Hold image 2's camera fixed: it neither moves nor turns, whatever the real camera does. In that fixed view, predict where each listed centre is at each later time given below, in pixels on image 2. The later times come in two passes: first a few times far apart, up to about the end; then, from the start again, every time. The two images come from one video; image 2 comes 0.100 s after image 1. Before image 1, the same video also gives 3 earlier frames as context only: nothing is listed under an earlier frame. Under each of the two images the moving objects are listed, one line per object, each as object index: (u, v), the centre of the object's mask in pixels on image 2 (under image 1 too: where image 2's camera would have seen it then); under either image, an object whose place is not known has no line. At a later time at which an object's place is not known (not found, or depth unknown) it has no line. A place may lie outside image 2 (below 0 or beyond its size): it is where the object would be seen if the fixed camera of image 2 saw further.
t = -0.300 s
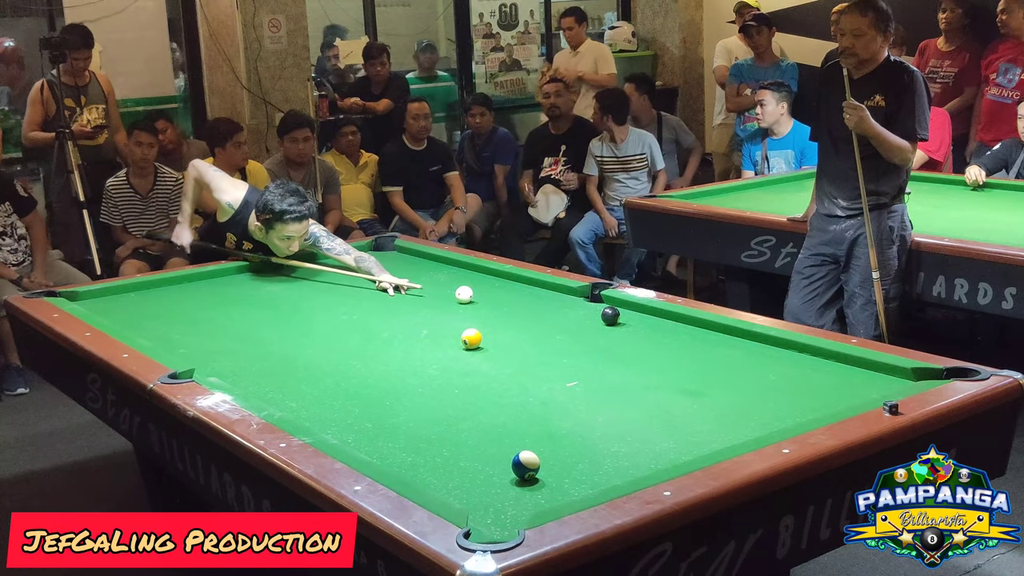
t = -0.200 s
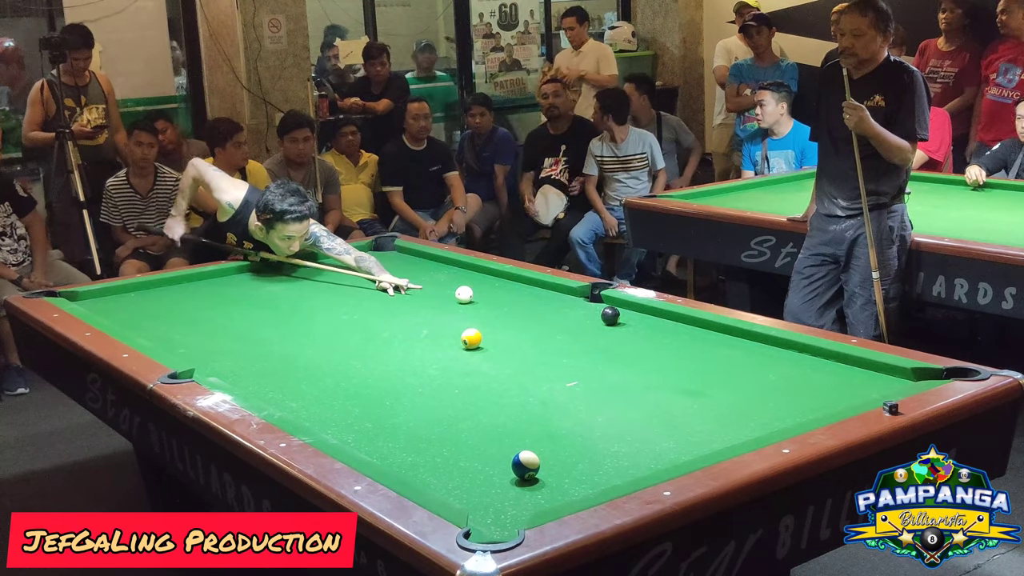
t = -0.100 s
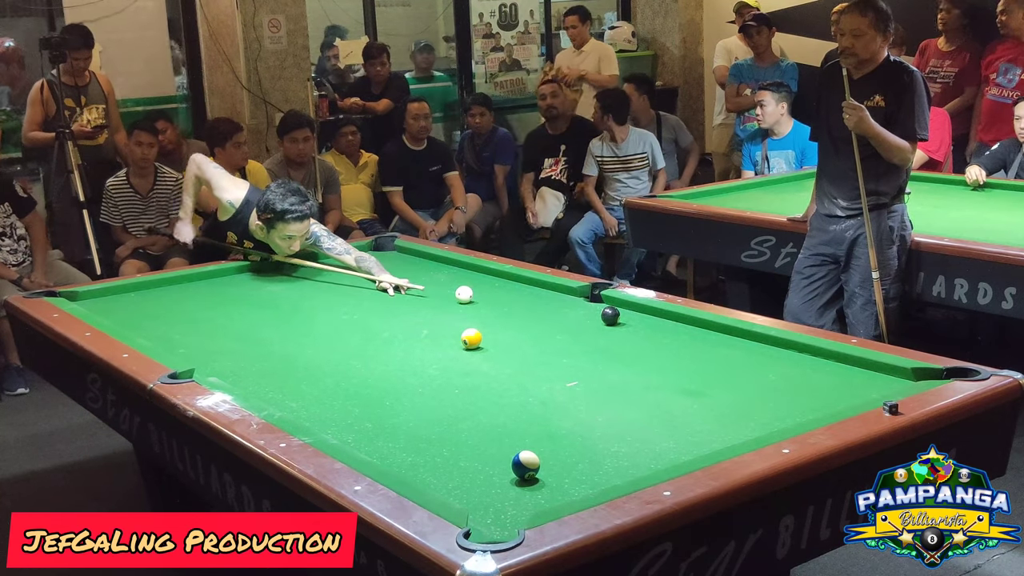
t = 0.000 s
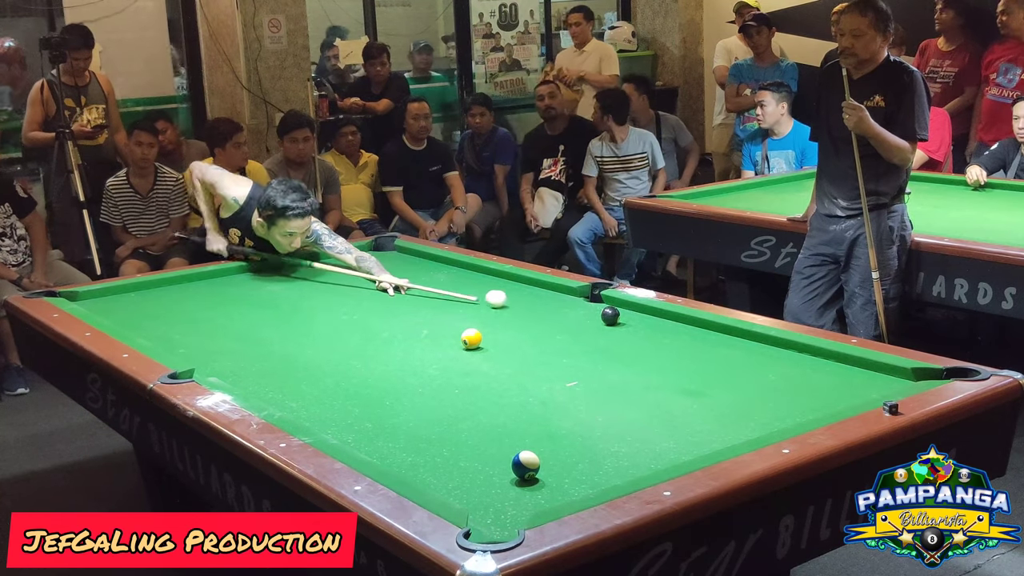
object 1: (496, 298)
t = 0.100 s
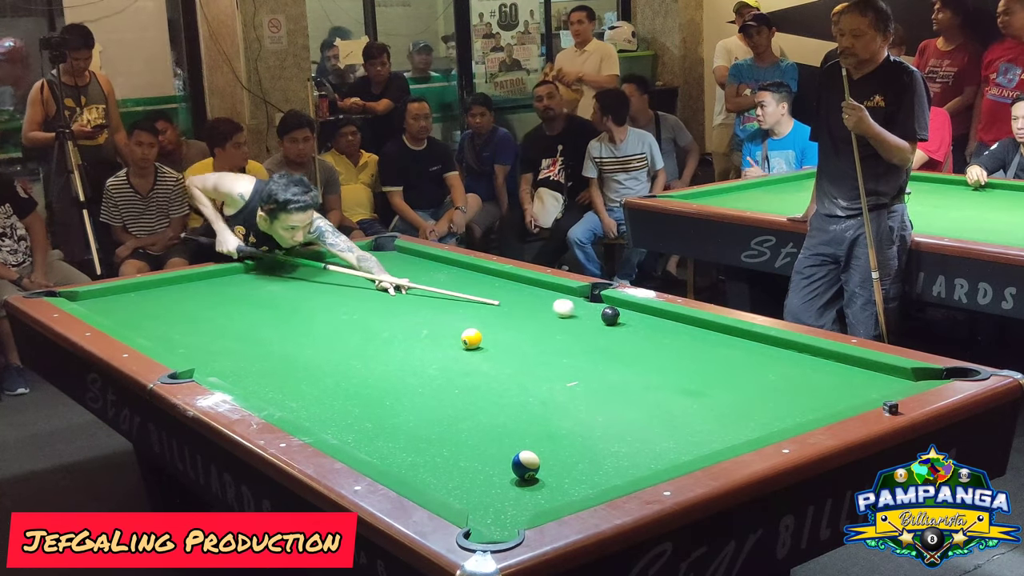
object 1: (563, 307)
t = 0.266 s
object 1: (603, 310)
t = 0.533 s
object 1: (618, 307)
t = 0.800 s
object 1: (620, 306)
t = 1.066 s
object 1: (612, 306)
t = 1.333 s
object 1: (604, 307)
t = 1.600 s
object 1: (599, 307)
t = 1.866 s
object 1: (596, 308)
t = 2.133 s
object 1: (595, 308)
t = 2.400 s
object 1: (595, 308)
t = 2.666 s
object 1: (595, 308)
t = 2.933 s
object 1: (594, 308)
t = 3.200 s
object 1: (595, 308)
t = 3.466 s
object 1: (595, 308)
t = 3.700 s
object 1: (595, 308)
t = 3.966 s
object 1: (595, 308)
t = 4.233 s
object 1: (595, 308)
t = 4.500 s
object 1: (595, 308)
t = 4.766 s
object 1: (595, 308)
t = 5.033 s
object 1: (595, 308)
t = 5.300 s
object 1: (595, 308)
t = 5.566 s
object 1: (595, 308)
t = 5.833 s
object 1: (595, 308)
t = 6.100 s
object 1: (595, 308)
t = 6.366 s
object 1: (595, 308)
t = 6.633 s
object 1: (595, 308)
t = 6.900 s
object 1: (595, 308)
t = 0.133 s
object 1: (585, 310)
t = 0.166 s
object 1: (597, 312)
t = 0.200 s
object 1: (599, 312)
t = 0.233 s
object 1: (601, 311)
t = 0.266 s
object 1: (603, 310)
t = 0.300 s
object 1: (605, 310)
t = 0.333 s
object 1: (607, 310)
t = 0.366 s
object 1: (609, 309)
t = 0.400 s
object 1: (611, 309)
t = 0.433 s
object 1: (613, 308)
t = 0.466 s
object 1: (614, 308)
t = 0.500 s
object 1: (616, 307)
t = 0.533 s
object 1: (618, 307)
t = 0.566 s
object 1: (620, 306)
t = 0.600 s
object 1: (621, 306)
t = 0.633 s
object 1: (623, 306)
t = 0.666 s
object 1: (625, 305)
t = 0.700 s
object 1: (624, 305)
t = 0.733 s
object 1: (622, 305)
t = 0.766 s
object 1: (621, 305)
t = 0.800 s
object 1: (620, 306)
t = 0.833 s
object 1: (619, 306)
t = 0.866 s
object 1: (617, 306)
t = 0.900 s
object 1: (617, 306)
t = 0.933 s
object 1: (615, 306)
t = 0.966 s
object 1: (614, 306)
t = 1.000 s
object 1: (614, 306)
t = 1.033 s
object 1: (613, 306)
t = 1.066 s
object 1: (612, 306)
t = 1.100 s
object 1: (611, 306)
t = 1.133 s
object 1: (610, 306)
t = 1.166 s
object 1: (609, 306)
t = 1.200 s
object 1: (608, 307)
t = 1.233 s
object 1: (607, 307)
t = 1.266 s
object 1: (606, 307)
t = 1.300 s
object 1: (605, 307)
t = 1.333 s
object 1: (604, 307)
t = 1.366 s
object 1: (604, 307)
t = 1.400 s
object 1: (603, 307)
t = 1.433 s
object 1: (602, 307)
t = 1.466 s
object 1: (602, 307)
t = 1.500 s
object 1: (601, 307)
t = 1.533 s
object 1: (600, 307)
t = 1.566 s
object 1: (600, 307)
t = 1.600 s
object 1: (599, 307)
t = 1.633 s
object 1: (599, 307)
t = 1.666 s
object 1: (598, 307)
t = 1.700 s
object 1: (598, 307)
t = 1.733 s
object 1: (597, 307)
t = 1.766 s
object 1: (597, 308)
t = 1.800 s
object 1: (597, 308)
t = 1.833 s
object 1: (596, 308)
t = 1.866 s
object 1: (596, 308)
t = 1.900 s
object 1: (596, 308)
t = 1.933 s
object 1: (595, 308)
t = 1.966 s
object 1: (595, 308)
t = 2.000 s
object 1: (595, 308)
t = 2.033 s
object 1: (595, 308)
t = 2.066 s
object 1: (595, 308)
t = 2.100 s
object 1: (595, 308)
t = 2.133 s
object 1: (595, 308)
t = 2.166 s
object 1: (595, 308)
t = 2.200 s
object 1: (595, 308)
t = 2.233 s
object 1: (595, 308)
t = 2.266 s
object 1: (595, 308)
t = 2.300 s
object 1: (595, 308)
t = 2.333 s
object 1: (595, 308)
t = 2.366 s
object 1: (595, 308)
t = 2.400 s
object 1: (595, 308)
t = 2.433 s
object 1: (595, 308)
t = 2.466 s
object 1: (595, 308)
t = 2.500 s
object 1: (595, 308)
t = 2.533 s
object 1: (595, 308)
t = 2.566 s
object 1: (595, 308)
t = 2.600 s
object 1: (595, 308)
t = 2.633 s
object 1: (595, 308)
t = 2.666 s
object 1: (595, 308)
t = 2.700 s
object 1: (595, 308)
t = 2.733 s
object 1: (595, 308)
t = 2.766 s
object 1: (595, 308)
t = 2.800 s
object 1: (595, 308)
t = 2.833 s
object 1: (595, 308)
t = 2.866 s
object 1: (595, 308)
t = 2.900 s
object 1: (595, 308)
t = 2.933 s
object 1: (594, 308)
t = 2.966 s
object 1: (594, 308)
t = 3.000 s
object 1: (594, 308)
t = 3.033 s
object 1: (595, 308)
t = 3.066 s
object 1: (595, 308)
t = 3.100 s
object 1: (595, 308)
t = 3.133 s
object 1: (595, 308)
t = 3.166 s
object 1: (595, 308)
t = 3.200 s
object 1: (595, 308)
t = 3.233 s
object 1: (594, 308)
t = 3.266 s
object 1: (595, 308)
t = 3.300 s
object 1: (595, 308)
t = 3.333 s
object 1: (595, 308)
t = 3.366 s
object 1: (595, 308)
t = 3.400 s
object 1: (595, 308)
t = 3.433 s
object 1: (595, 308)
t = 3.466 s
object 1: (595, 308)
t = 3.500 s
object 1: (595, 308)
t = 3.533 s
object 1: (595, 308)
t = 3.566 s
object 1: (595, 308)
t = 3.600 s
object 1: (595, 308)
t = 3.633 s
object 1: (595, 308)
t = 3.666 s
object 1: (595, 308)
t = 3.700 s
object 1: (595, 308)
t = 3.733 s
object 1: (595, 308)
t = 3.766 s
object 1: (595, 308)
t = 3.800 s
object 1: (594, 308)
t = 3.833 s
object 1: (595, 308)
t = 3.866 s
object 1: (595, 308)
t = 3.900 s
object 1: (595, 308)
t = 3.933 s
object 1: (595, 308)
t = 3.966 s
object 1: (595, 308)
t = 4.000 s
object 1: (595, 308)
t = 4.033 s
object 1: (595, 308)
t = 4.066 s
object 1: (595, 308)
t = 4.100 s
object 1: (595, 308)
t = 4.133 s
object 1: (595, 308)
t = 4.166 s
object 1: (595, 308)
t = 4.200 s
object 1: (595, 308)
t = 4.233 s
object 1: (595, 308)
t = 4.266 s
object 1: (595, 308)
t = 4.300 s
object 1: (595, 308)
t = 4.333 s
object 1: (595, 308)
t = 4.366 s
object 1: (595, 308)
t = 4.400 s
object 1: (595, 308)
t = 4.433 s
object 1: (595, 308)
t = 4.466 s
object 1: (595, 308)
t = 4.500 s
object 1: (595, 308)
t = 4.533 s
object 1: (595, 308)
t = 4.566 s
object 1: (595, 308)
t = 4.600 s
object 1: (595, 308)
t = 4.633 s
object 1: (595, 308)
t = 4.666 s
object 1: (595, 308)
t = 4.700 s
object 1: (595, 308)
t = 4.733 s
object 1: (595, 308)
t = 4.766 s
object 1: (595, 308)
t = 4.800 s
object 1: (595, 308)
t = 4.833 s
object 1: (595, 308)
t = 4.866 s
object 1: (595, 308)
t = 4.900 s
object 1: (595, 308)
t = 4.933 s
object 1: (595, 308)
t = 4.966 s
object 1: (595, 308)
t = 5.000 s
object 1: (595, 308)
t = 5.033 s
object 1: (595, 308)
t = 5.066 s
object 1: (595, 308)
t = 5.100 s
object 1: (595, 308)
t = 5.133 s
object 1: (595, 308)
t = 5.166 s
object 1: (595, 308)
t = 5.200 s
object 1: (595, 308)
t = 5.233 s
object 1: (595, 308)
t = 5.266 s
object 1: (595, 308)
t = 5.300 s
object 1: (595, 308)
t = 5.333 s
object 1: (595, 308)
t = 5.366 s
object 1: (595, 308)
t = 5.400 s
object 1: (595, 308)
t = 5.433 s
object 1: (595, 308)
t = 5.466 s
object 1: (595, 308)
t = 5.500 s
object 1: (595, 308)
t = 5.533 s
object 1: (595, 308)
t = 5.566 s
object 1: (595, 308)
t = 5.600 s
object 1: (595, 308)
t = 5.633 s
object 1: (595, 308)
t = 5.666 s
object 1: (595, 308)
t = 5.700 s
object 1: (595, 308)
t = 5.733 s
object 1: (595, 308)
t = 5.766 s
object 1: (595, 308)
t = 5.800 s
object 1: (595, 308)
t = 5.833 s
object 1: (595, 308)
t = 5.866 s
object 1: (595, 308)
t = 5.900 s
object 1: (595, 308)
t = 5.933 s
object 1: (595, 308)
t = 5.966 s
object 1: (595, 308)
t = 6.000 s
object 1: (595, 308)
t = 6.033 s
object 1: (595, 308)
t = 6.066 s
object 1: (595, 308)
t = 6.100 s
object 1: (595, 308)
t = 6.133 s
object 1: (595, 308)
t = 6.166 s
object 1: (595, 308)
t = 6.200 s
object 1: (595, 308)
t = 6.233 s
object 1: (595, 308)
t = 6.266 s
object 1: (595, 308)
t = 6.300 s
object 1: (595, 308)
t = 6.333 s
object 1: (595, 308)
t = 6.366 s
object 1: (595, 308)
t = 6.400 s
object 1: (595, 308)
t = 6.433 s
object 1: (595, 308)
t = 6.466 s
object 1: (595, 308)
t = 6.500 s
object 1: (595, 308)
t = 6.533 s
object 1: (595, 308)
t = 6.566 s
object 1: (595, 308)
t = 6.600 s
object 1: (595, 308)
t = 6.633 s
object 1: (595, 308)
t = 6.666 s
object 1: (595, 308)
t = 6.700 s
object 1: (595, 308)
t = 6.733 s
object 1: (595, 308)
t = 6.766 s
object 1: (595, 308)
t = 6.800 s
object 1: (595, 308)
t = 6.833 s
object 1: (595, 308)
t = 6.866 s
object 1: (595, 308)
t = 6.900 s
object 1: (595, 308)
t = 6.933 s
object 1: (595, 308)
